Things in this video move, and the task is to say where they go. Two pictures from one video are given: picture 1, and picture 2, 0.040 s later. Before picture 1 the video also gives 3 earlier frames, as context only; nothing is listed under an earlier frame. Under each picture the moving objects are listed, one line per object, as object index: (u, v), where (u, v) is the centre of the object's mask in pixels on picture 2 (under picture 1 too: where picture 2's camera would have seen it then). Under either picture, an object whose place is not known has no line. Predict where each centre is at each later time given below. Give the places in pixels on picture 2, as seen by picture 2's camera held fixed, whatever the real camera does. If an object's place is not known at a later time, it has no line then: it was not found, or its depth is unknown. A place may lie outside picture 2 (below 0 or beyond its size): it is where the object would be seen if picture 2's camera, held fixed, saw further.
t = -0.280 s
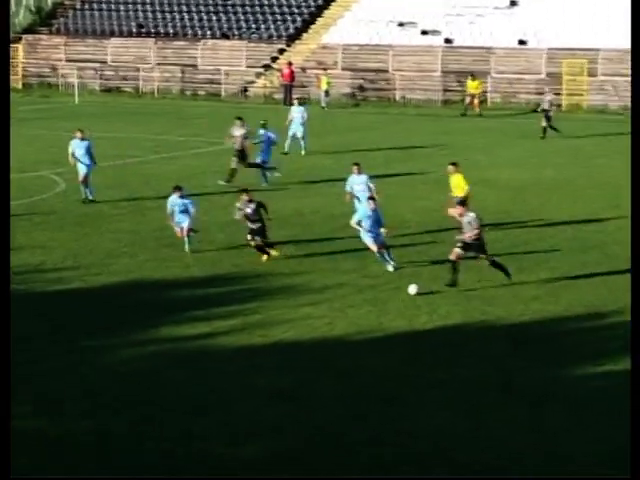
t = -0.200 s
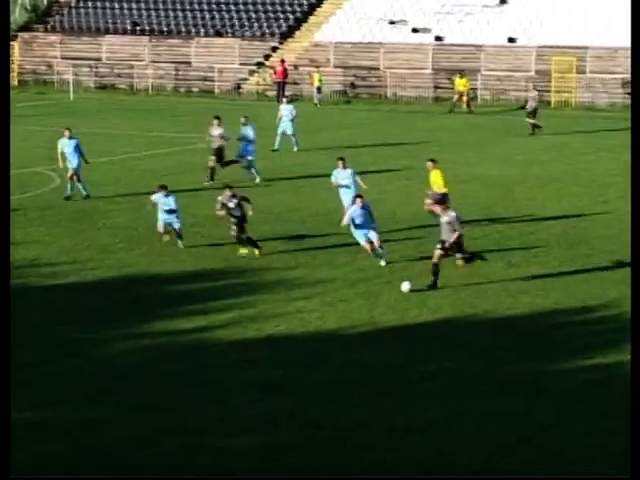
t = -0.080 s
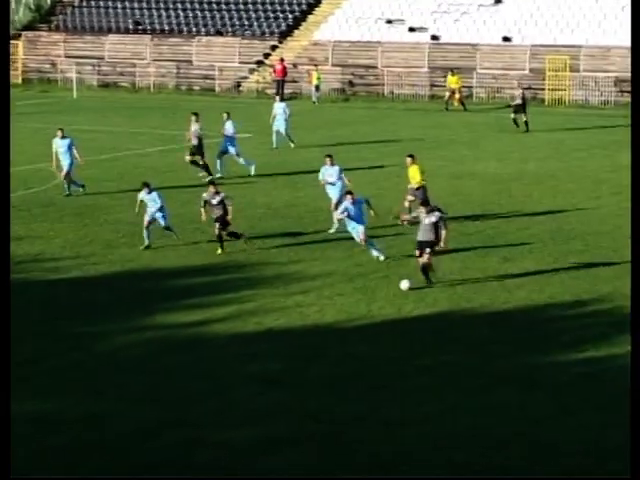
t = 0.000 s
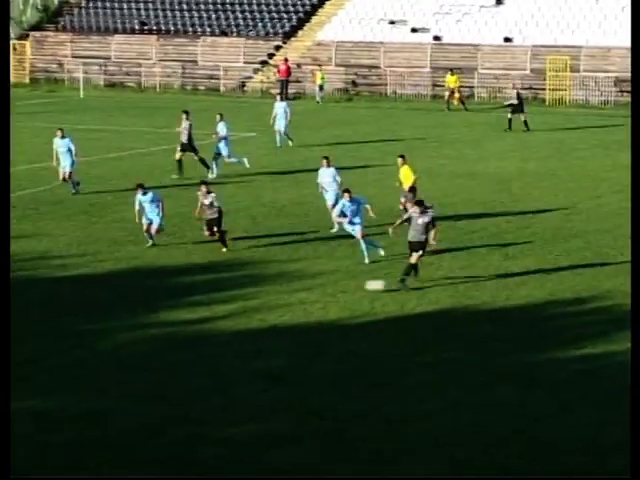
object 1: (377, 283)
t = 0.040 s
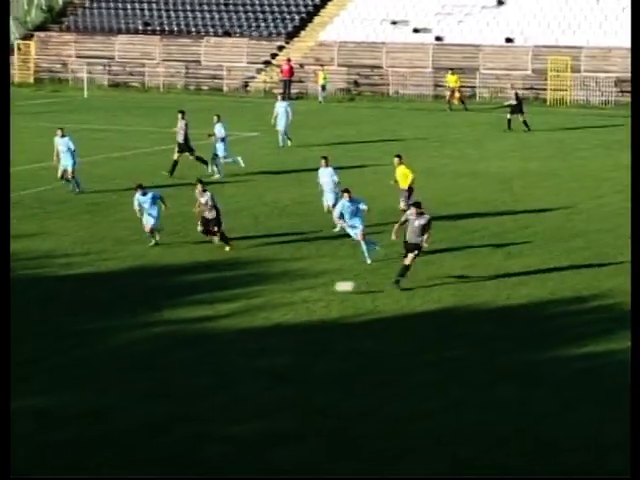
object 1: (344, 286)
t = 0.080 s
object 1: (311, 288)
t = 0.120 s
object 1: (278, 293)
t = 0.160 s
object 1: (244, 297)
